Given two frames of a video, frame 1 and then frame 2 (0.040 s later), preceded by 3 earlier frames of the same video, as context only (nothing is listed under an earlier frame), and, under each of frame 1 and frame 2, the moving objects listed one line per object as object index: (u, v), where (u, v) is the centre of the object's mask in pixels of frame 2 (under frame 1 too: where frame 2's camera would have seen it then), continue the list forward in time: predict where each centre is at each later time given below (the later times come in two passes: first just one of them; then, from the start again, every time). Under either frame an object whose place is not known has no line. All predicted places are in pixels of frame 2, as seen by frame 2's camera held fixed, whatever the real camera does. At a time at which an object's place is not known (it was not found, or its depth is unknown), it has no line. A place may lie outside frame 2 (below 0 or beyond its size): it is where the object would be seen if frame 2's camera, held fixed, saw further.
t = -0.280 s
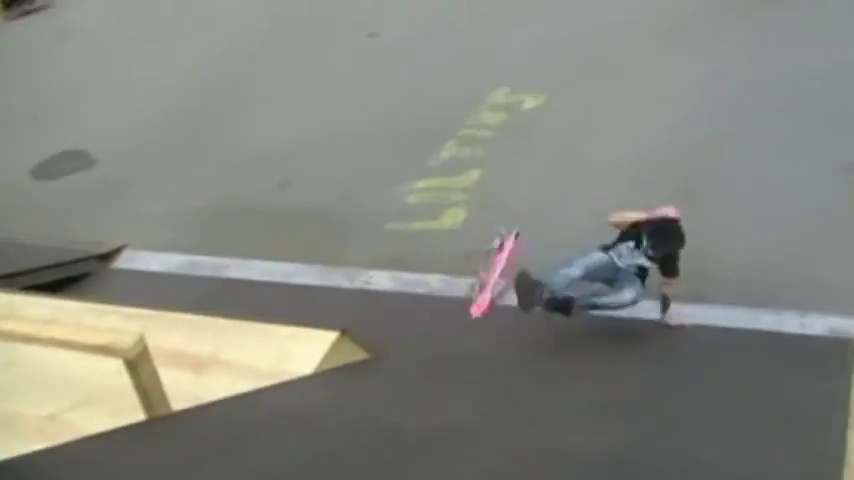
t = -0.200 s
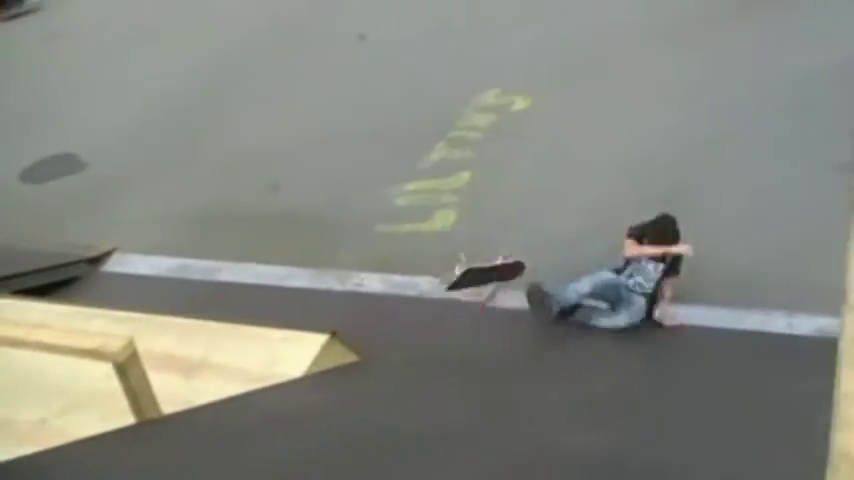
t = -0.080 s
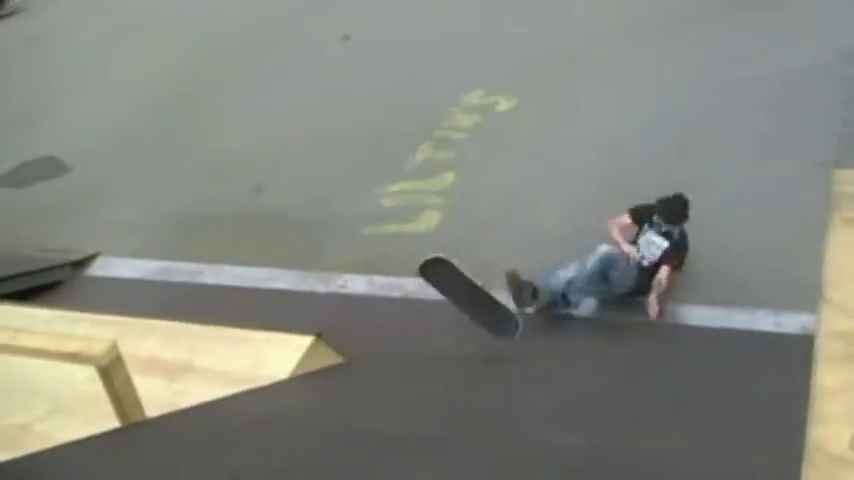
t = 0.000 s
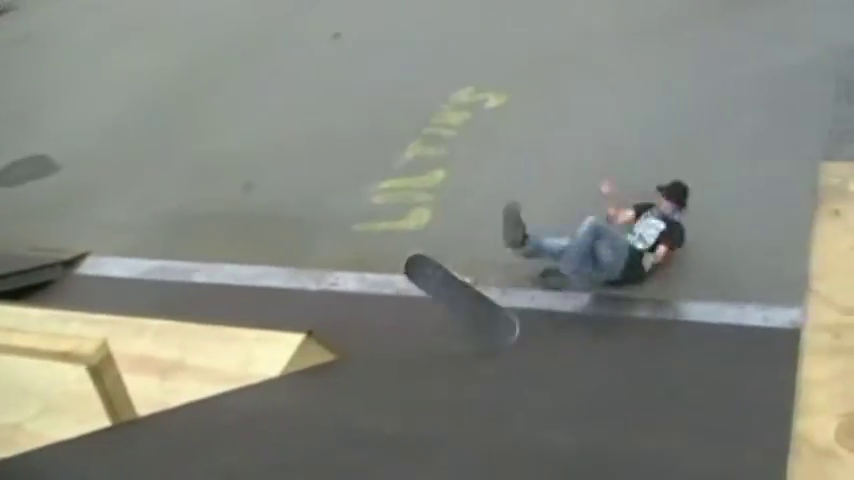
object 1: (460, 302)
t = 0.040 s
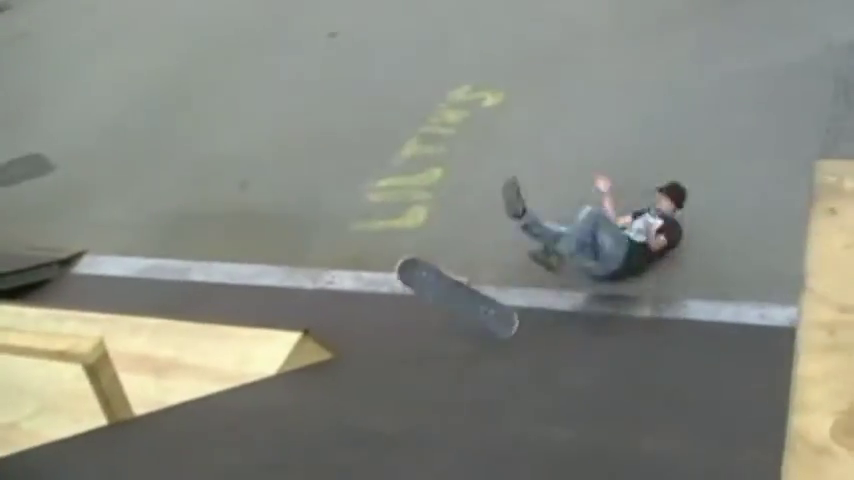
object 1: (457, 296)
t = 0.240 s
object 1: (461, 301)
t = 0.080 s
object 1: (458, 300)
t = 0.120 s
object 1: (458, 306)
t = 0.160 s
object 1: (456, 312)
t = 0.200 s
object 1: (458, 311)
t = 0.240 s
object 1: (461, 301)
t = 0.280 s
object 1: (457, 293)
